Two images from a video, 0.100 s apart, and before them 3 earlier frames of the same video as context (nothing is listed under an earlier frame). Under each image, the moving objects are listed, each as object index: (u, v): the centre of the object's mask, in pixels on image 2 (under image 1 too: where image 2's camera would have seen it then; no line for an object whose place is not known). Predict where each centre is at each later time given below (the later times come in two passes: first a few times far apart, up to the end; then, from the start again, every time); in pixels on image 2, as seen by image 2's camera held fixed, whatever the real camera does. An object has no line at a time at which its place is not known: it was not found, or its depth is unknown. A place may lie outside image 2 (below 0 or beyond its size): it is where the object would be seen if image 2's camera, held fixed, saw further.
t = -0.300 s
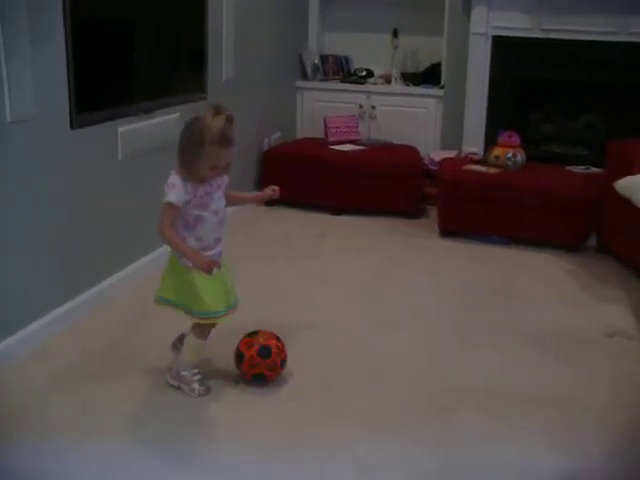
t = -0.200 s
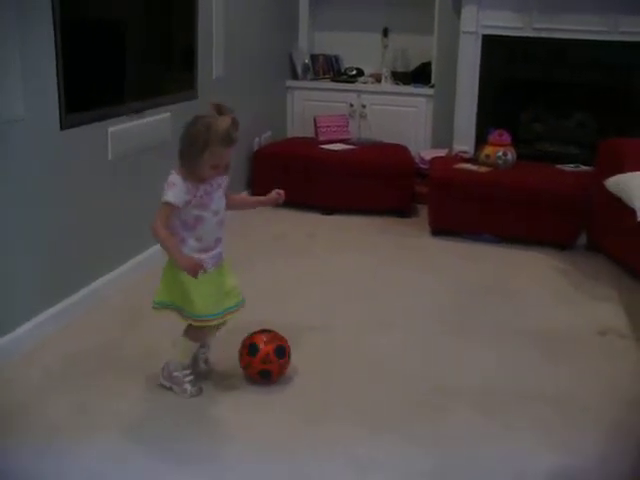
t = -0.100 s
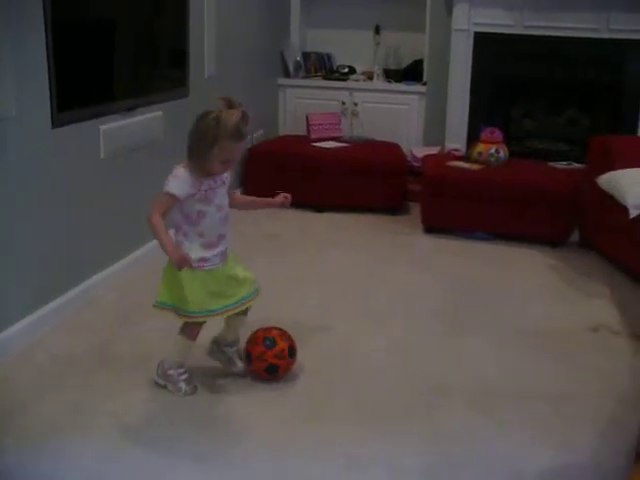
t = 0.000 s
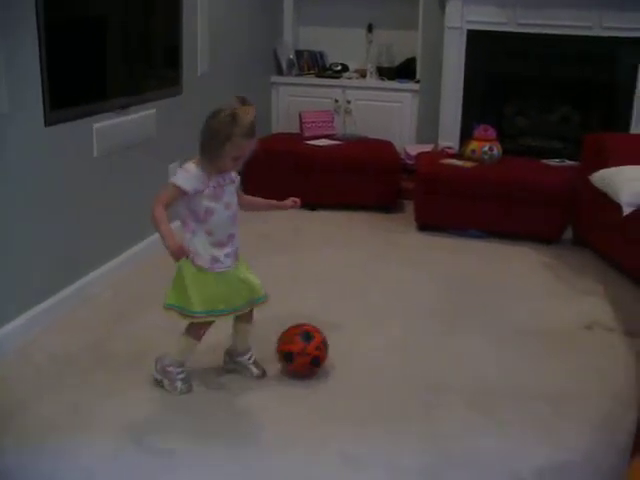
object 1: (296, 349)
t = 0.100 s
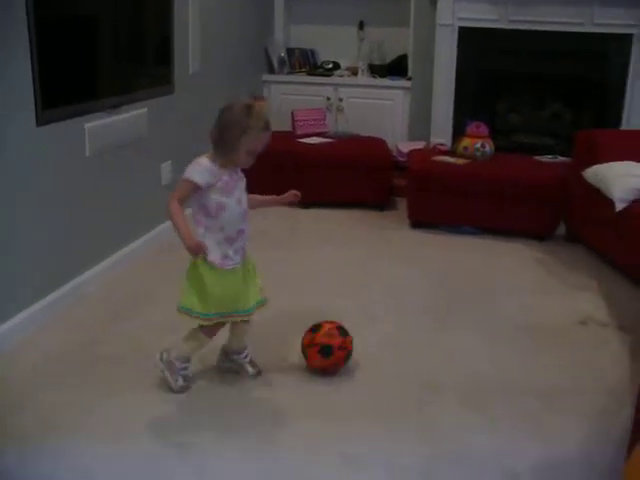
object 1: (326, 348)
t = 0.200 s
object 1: (347, 347)
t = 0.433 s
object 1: (387, 345)
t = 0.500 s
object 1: (397, 344)
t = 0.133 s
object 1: (334, 347)
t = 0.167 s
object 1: (341, 347)
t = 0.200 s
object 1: (347, 347)
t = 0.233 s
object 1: (354, 346)
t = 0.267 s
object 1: (360, 346)
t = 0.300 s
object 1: (366, 345)
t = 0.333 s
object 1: (371, 345)
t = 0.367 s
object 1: (377, 345)
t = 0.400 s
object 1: (382, 345)
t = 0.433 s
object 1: (387, 345)
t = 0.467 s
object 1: (392, 344)
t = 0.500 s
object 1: (397, 344)
